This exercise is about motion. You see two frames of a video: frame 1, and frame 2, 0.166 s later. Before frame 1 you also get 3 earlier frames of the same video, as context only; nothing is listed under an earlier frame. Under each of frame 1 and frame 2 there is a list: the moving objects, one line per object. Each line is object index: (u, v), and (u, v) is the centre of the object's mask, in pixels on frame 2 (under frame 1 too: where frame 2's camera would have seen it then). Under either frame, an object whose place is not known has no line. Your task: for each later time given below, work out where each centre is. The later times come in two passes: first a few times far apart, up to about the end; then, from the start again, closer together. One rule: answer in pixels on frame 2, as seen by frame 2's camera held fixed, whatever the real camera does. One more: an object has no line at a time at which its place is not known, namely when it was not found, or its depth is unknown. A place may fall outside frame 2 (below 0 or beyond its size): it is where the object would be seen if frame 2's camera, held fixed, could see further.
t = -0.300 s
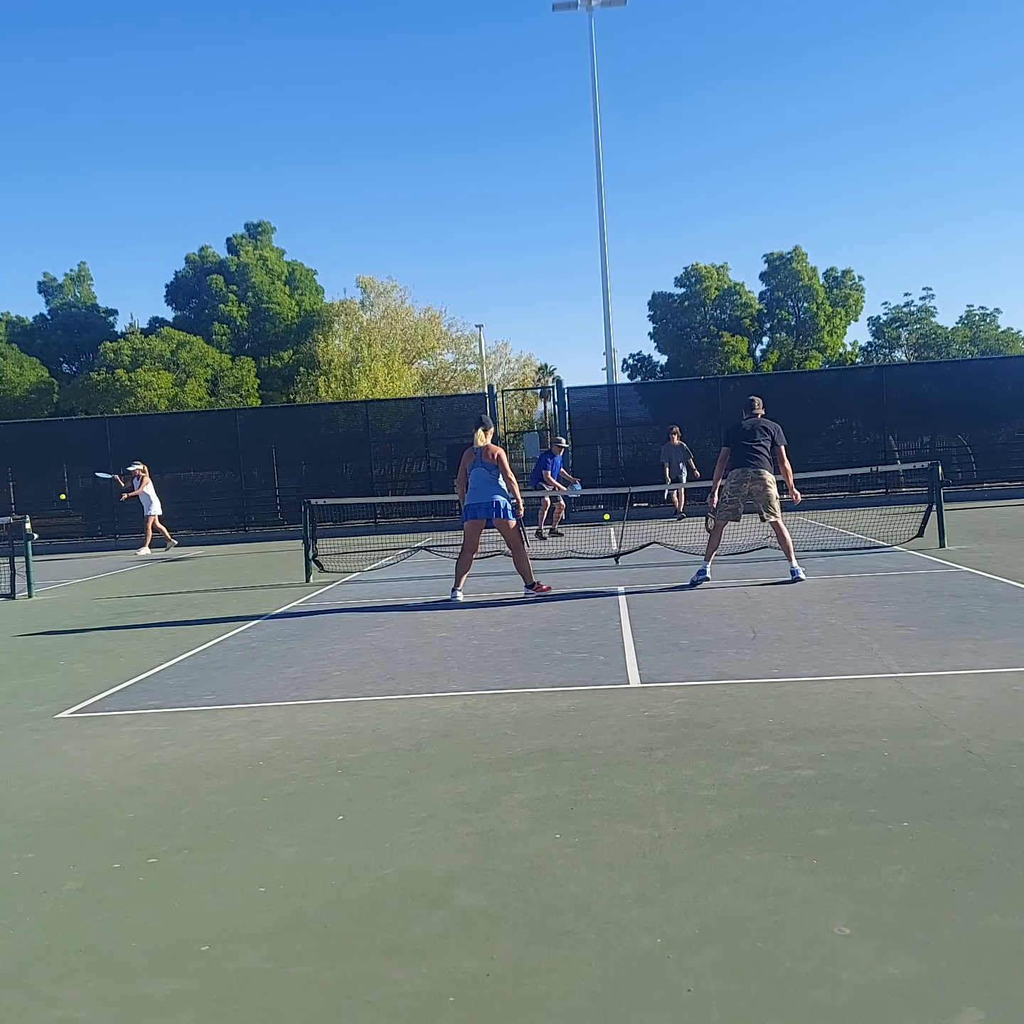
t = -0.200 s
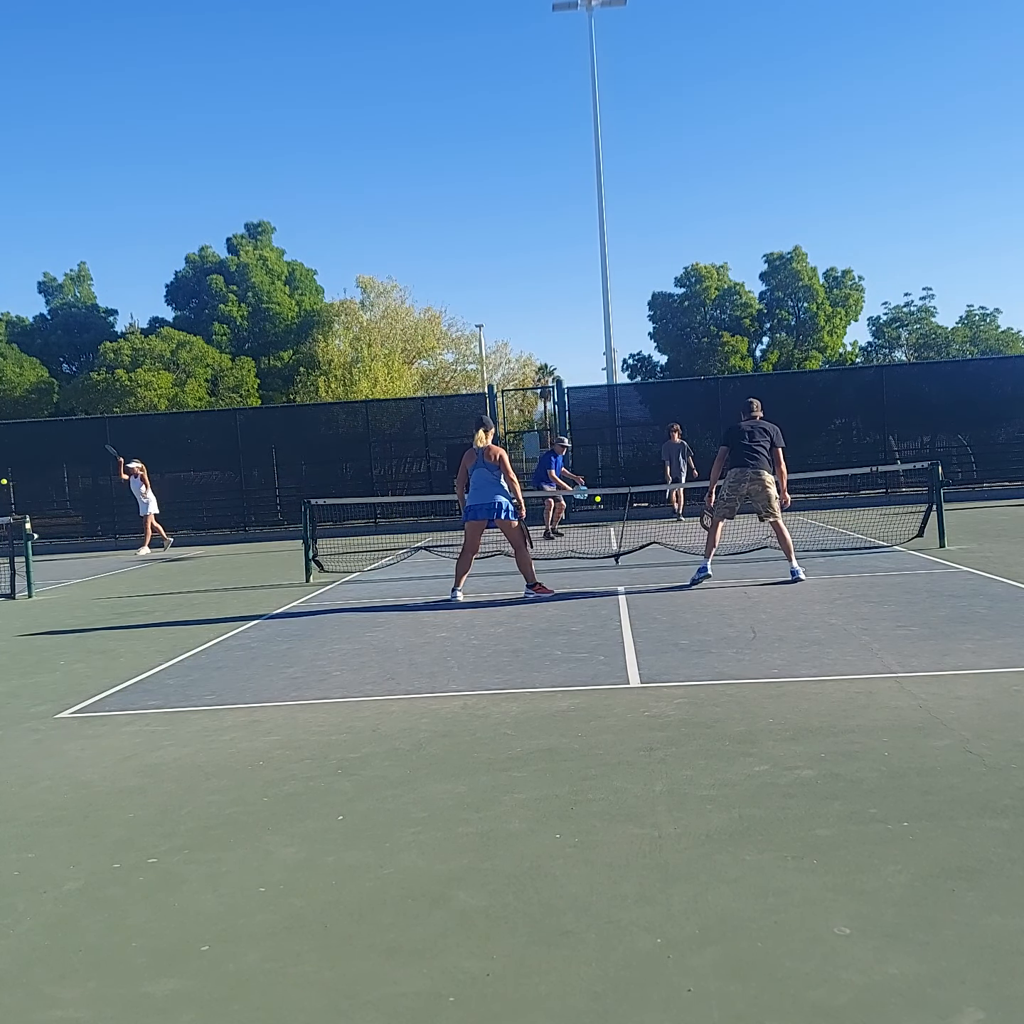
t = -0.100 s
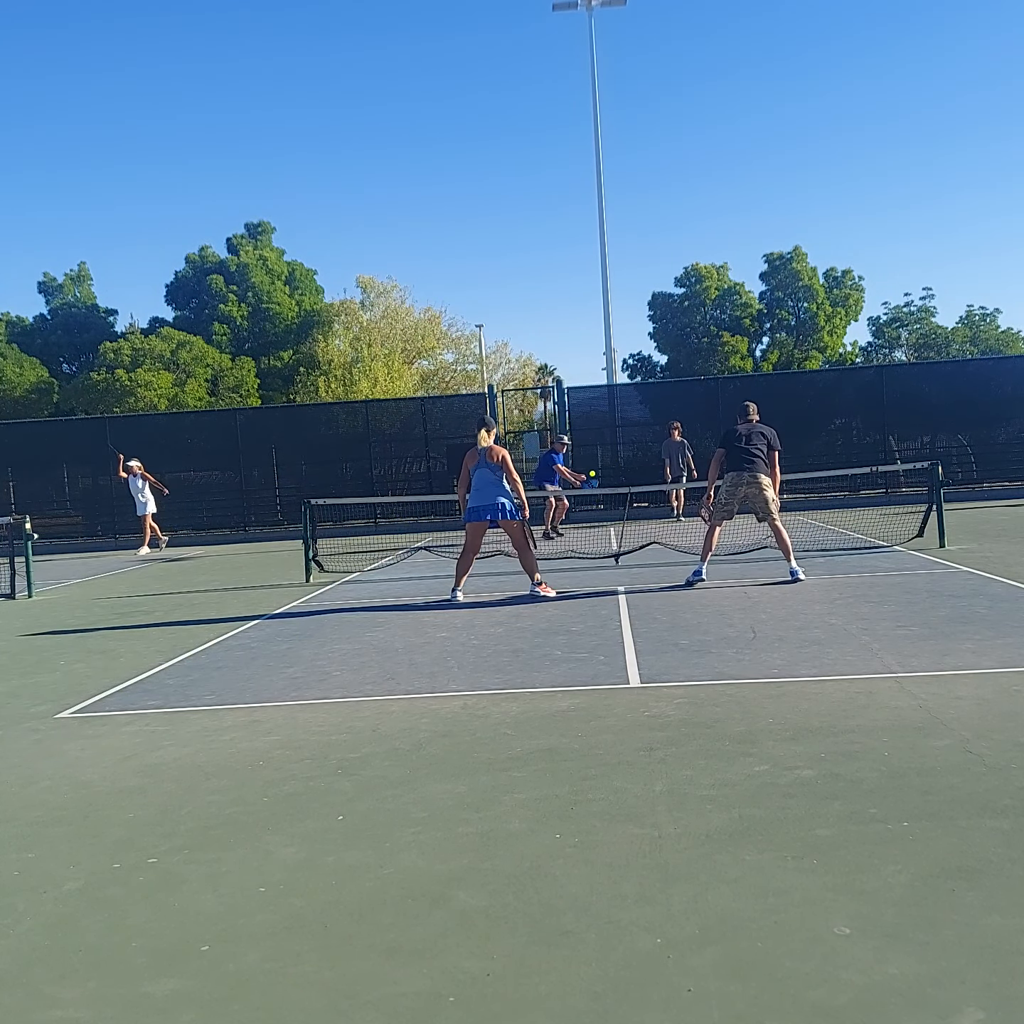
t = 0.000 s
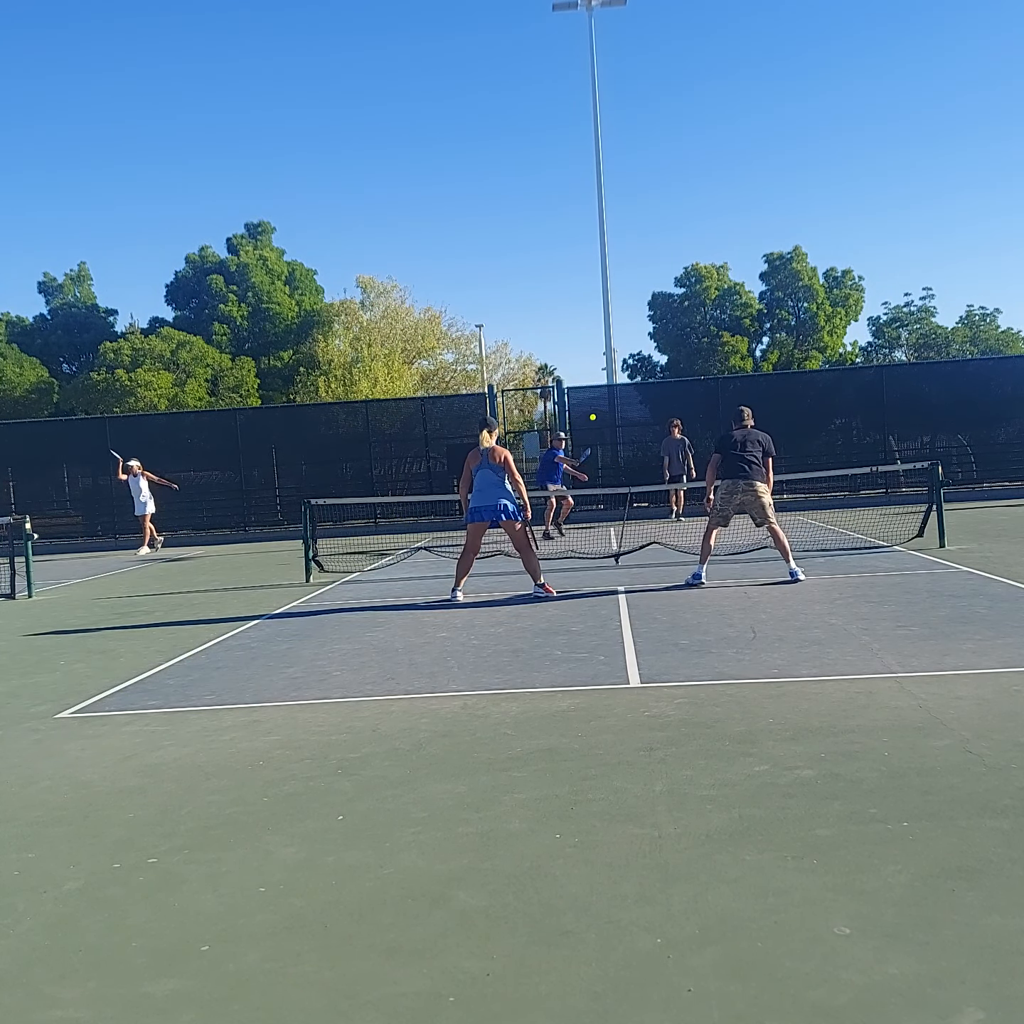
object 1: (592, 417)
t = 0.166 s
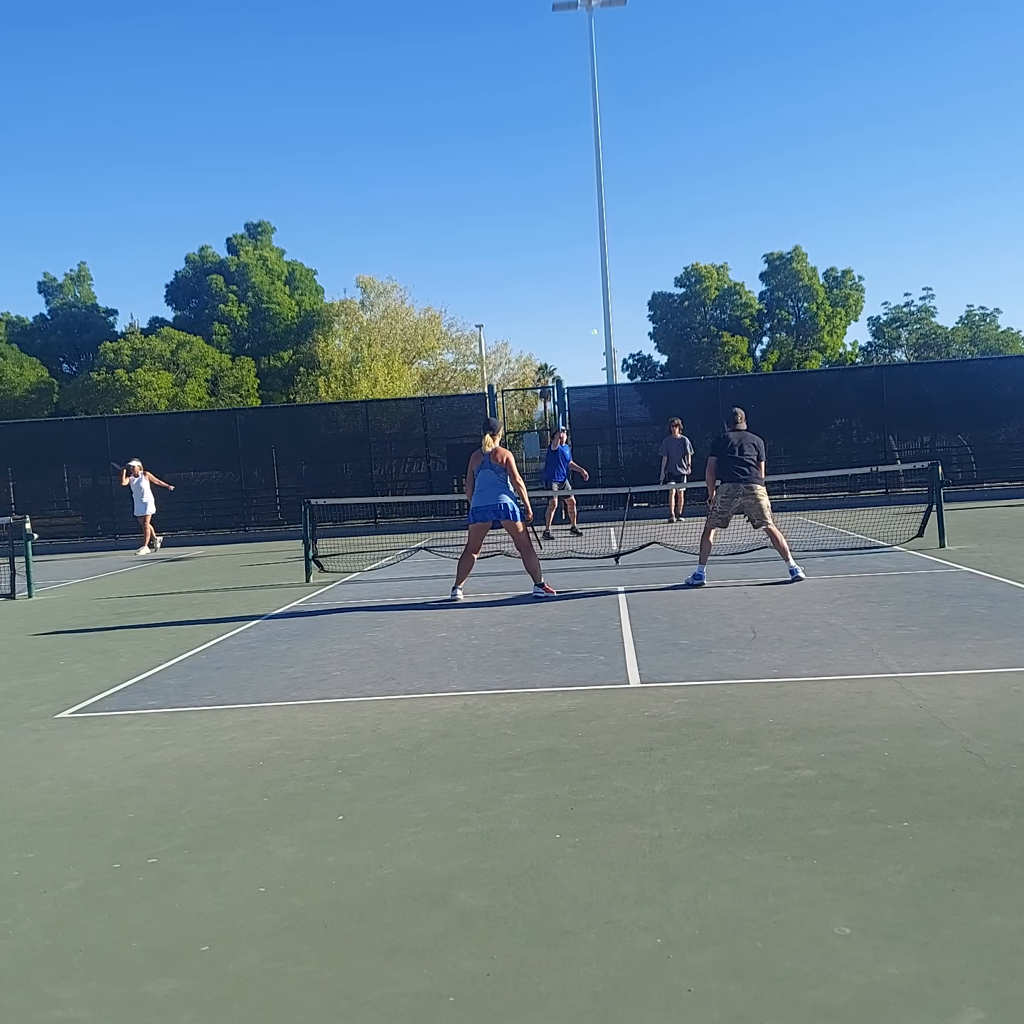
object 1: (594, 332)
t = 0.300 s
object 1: (596, 273)
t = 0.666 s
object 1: (606, 166)
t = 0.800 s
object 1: (611, 152)
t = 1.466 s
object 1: (666, 340)
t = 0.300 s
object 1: (596, 273)
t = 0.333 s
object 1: (596, 260)
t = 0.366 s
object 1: (596, 247)
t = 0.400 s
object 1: (597, 235)
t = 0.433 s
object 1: (598, 224)
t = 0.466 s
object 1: (599, 213)
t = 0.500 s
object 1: (600, 204)
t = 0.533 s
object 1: (601, 195)
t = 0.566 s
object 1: (602, 186)
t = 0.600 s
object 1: (603, 178)
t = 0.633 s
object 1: (605, 172)
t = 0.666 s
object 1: (606, 166)
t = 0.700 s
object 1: (607, 161)
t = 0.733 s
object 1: (608, 157)
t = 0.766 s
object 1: (610, 154)
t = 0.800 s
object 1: (611, 152)
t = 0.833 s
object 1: (613, 150)
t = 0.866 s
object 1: (615, 150)
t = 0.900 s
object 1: (617, 150)
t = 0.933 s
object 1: (619, 152)
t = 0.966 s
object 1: (621, 155)
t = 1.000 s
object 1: (623, 159)
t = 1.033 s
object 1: (625, 164)
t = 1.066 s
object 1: (628, 170)
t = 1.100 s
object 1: (630, 177)
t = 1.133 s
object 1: (633, 186)
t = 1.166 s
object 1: (636, 195)
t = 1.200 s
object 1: (638, 206)
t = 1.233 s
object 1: (642, 218)
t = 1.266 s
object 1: (644, 232)
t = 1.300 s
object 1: (648, 247)
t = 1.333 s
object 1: (651, 262)
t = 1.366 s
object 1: (655, 280)
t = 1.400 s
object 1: (658, 299)
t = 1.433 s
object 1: (662, 319)
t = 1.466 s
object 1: (666, 340)
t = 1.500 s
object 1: (670, 363)
